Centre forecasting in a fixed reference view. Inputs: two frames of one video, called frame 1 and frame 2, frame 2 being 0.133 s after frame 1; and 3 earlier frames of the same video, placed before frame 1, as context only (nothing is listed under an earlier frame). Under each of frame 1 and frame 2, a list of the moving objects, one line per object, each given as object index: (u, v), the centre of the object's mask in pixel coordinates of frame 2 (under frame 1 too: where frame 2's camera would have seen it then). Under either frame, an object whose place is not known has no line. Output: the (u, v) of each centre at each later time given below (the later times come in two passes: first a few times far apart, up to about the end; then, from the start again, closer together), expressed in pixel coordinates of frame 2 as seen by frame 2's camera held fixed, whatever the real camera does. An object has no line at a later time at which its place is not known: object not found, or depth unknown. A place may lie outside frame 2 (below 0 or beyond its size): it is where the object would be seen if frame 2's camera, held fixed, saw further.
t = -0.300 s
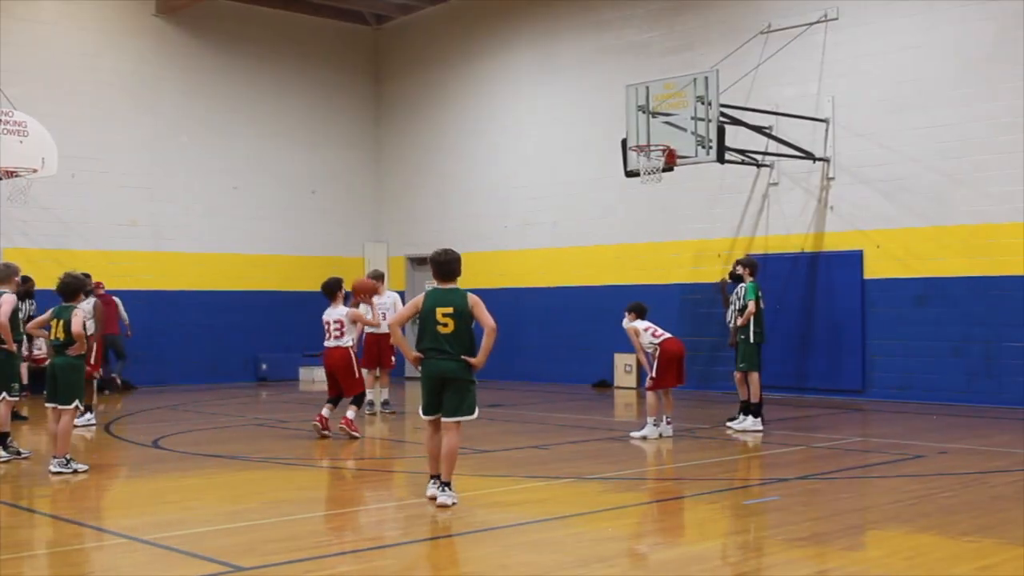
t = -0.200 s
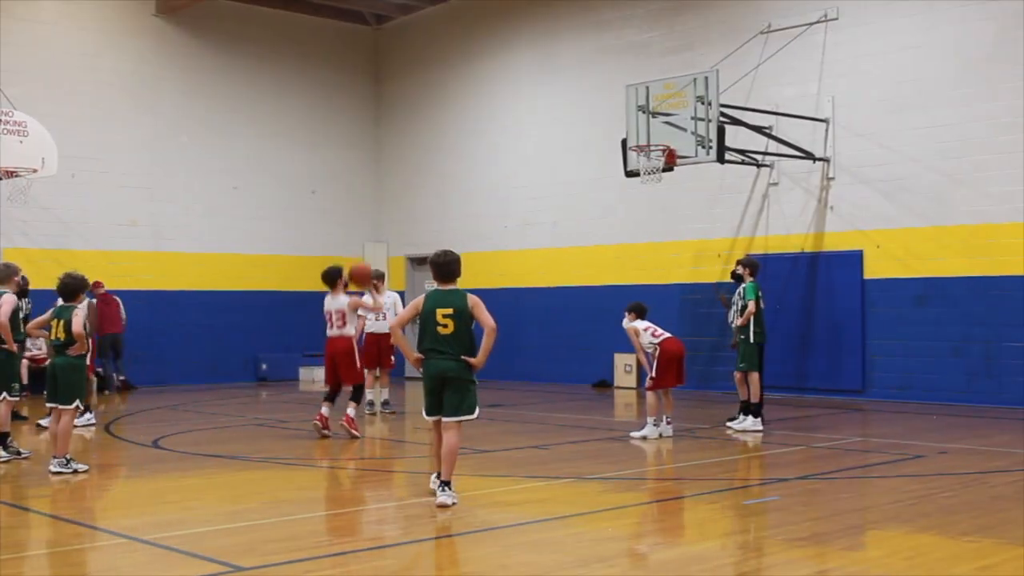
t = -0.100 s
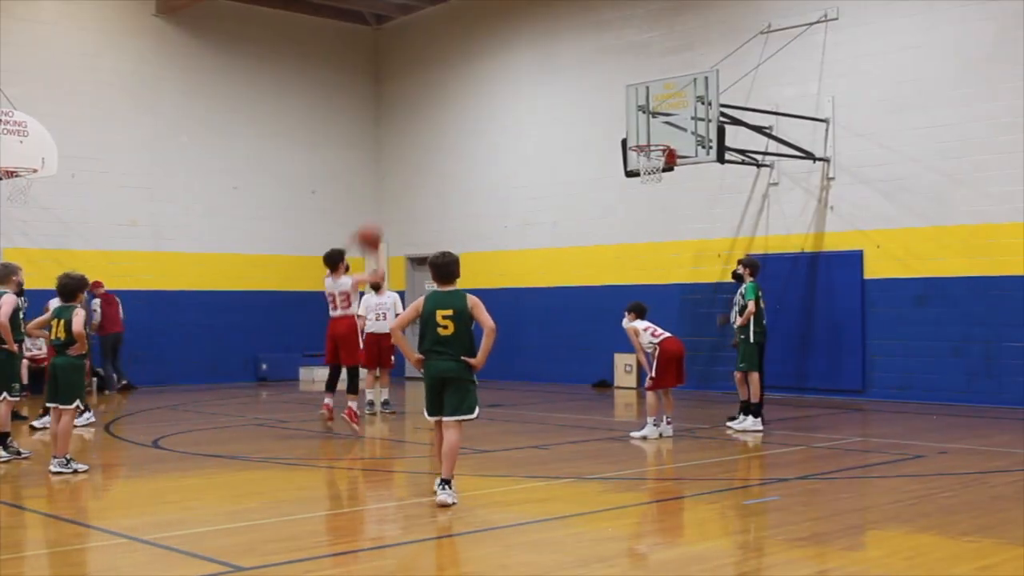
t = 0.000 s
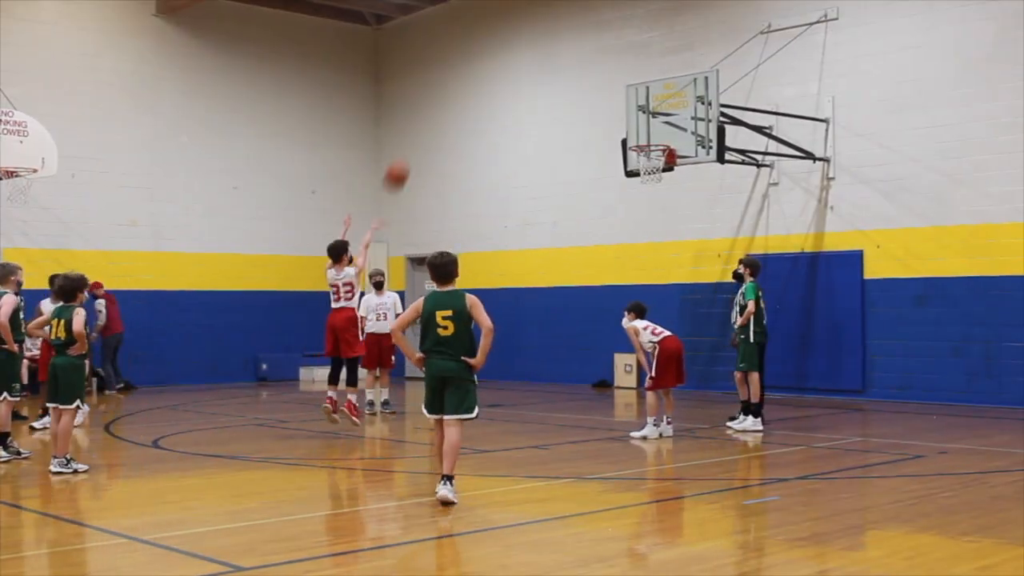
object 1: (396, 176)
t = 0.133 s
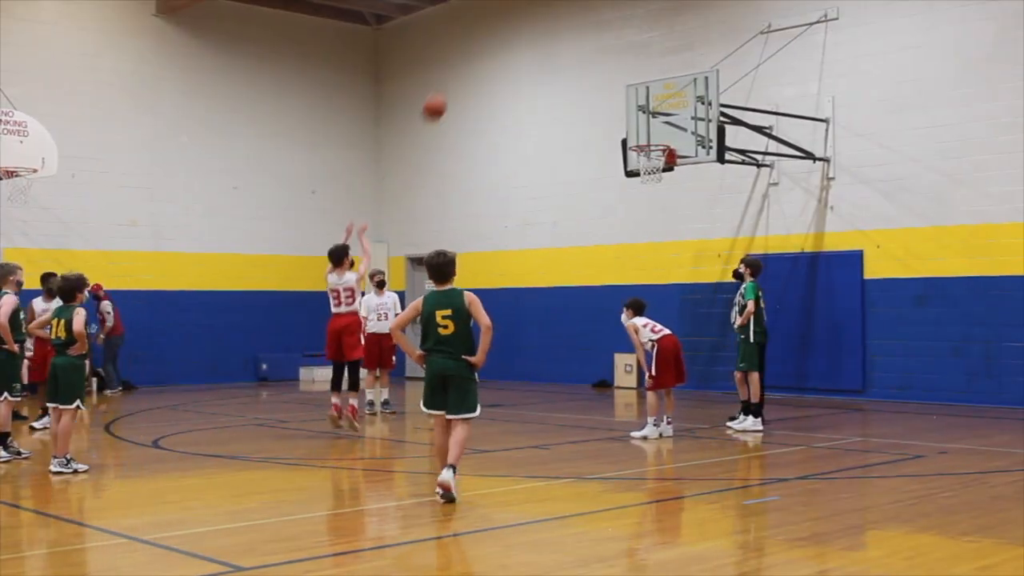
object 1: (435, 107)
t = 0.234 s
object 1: (461, 71)
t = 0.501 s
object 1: (528, 25)
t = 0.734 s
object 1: (581, 38)
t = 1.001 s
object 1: (636, 108)
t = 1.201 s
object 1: (655, 175)
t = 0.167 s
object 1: (444, 94)
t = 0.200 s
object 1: (452, 82)
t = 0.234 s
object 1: (461, 71)
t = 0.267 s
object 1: (470, 61)
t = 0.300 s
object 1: (478, 52)
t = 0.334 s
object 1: (487, 45)
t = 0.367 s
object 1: (495, 39)
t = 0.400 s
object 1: (503, 34)
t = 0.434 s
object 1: (512, 30)
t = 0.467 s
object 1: (520, 27)
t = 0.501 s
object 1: (528, 25)
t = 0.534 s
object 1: (536, 24)
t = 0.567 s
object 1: (544, 24)
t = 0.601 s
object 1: (551, 25)
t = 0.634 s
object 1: (559, 27)
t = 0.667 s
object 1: (566, 30)
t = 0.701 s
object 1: (574, 34)
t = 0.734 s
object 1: (581, 38)
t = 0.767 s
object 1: (588, 44)
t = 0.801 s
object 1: (595, 50)
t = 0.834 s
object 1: (602, 58)
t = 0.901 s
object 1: (616, 75)
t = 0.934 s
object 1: (622, 85)
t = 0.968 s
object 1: (629, 96)
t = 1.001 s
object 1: (636, 108)
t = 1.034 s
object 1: (643, 120)
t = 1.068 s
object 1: (650, 134)
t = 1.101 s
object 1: (657, 145)
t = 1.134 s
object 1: (657, 157)
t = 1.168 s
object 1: (656, 169)
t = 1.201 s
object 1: (655, 175)
